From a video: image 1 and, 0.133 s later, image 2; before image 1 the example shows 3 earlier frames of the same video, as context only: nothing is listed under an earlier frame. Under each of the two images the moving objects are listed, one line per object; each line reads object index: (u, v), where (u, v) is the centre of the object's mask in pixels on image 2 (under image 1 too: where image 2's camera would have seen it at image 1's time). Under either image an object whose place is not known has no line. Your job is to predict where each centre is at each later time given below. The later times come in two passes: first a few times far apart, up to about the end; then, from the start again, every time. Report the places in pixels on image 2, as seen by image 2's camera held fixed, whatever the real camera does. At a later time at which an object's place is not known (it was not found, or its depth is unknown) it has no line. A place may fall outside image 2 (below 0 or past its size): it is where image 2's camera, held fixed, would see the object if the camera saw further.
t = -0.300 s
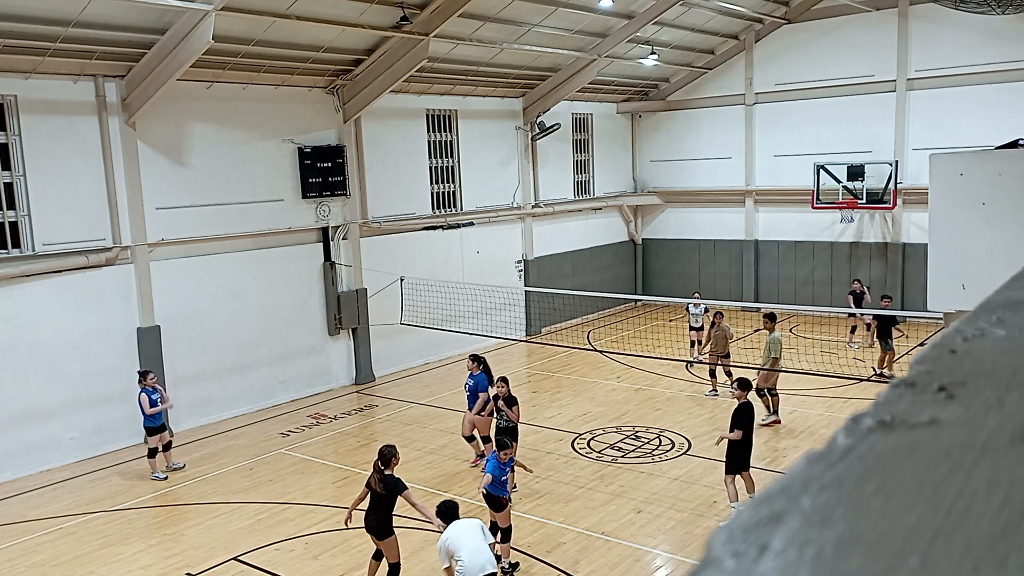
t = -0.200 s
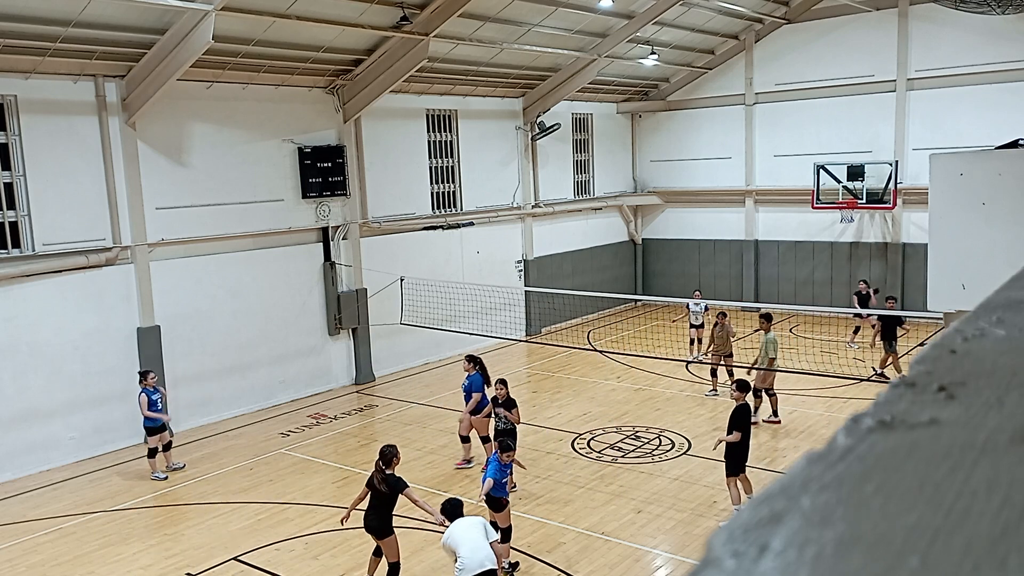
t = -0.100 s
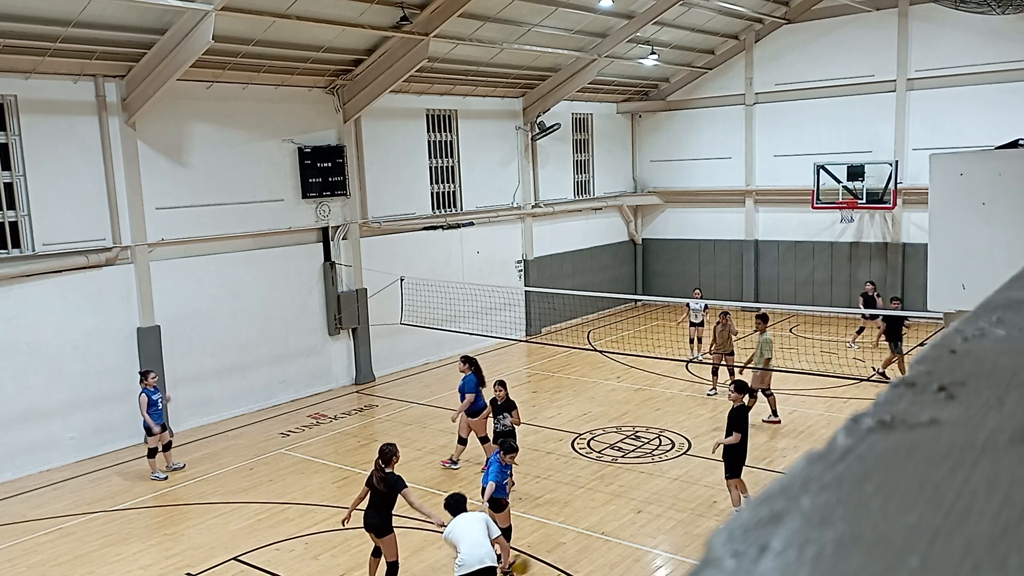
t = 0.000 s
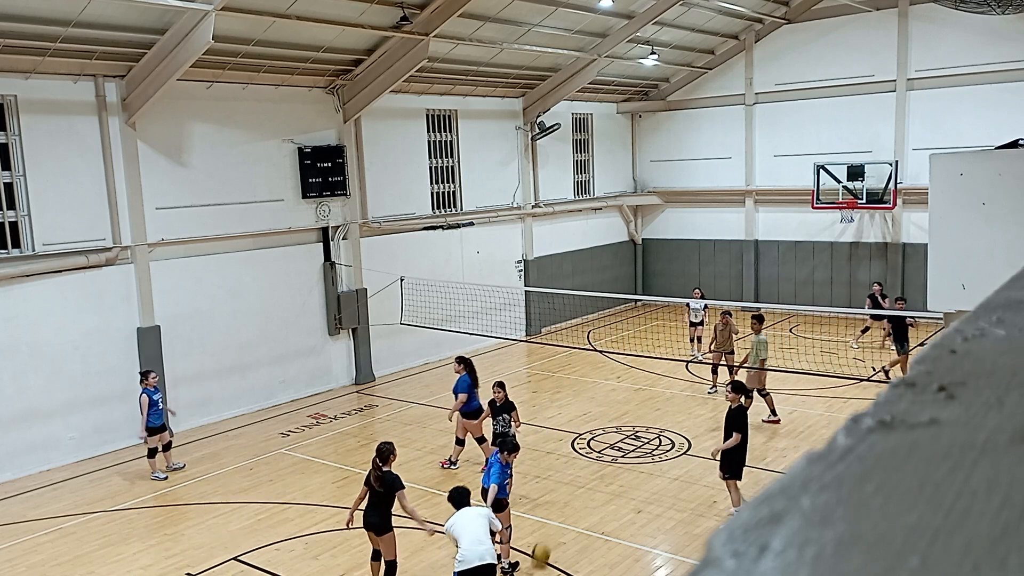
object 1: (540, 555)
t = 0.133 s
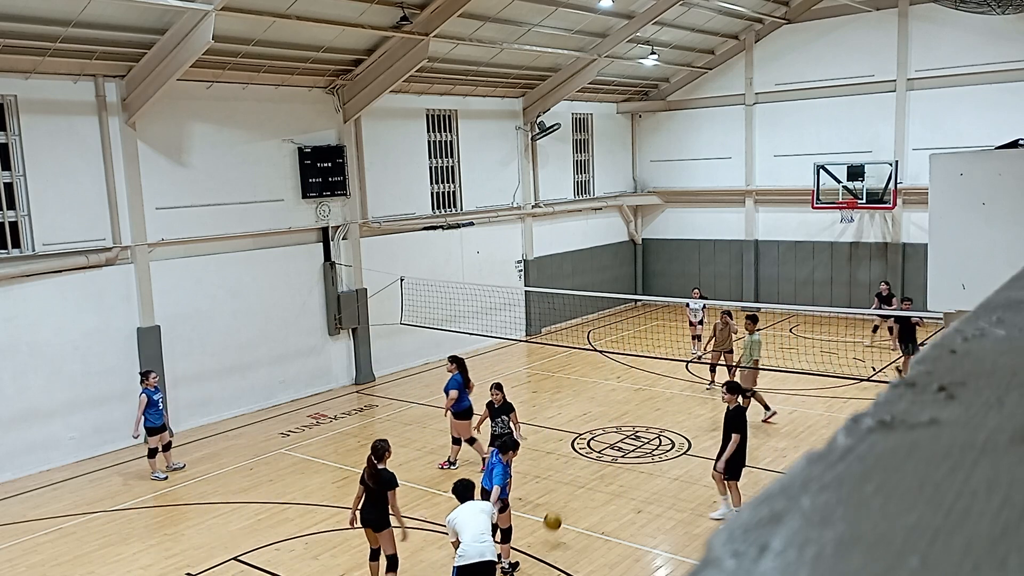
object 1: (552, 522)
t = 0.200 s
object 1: (558, 512)
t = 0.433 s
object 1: (578, 499)
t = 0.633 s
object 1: (593, 474)
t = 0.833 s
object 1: (606, 456)
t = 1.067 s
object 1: (618, 446)
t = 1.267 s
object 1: (626, 425)
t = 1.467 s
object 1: (633, 417)
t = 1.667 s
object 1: (639, 409)
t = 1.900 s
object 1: (645, 398)
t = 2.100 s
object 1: (650, 389)
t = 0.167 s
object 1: (555, 516)
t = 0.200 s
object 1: (558, 512)
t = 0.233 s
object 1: (561, 509)
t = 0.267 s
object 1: (564, 506)
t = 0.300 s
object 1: (567, 504)
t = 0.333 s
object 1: (570, 504)
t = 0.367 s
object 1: (572, 504)
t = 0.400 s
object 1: (575, 506)
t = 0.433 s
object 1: (578, 499)
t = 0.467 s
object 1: (580, 493)
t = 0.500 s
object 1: (583, 487)
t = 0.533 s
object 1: (585, 483)
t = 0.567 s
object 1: (588, 479)
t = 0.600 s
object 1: (590, 476)
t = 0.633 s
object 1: (593, 474)
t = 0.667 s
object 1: (595, 472)
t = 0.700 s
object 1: (598, 472)
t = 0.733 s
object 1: (599, 473)
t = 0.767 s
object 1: (601, 467)
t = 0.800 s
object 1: (603, 462)
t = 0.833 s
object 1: (606, 456)
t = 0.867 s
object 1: (607, 452)
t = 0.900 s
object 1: (609, 450)
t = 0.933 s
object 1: (611, 448)
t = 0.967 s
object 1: (613, 447)
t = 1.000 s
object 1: (614, 446)
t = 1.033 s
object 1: (616, 446)
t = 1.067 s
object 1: (618, 446)
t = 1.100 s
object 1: (619, 442)
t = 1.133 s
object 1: (621, 437)
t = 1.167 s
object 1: (622, 433)
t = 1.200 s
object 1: (623, 429)
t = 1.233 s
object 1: (625, 427)
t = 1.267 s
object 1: (626, 425)
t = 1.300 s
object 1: (627, 425)
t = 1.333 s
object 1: (628, 424)
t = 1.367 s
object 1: (630, 425)
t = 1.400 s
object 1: (630, 424)
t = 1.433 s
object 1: (631, 420)
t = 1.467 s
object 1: (633, 417)
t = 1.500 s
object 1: (634, 415)
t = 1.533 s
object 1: (635, 414)
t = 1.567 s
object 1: (636, 413)
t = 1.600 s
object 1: (637, 413)
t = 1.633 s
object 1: (638, 411)
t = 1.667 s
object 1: (639, 409)
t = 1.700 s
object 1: (639, 407)
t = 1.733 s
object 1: (640, 406)
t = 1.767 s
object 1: (641, 405)
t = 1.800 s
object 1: (642, 403)
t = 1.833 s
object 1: (643, 401)
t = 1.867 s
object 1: (644, 400)
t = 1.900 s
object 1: (645, 398)
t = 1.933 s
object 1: (645, 396)
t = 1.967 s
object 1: (646, 394)
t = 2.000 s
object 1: (647, 393)
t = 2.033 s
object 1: (648, 392)
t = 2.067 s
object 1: (649, 391)
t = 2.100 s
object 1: (650, 389)
